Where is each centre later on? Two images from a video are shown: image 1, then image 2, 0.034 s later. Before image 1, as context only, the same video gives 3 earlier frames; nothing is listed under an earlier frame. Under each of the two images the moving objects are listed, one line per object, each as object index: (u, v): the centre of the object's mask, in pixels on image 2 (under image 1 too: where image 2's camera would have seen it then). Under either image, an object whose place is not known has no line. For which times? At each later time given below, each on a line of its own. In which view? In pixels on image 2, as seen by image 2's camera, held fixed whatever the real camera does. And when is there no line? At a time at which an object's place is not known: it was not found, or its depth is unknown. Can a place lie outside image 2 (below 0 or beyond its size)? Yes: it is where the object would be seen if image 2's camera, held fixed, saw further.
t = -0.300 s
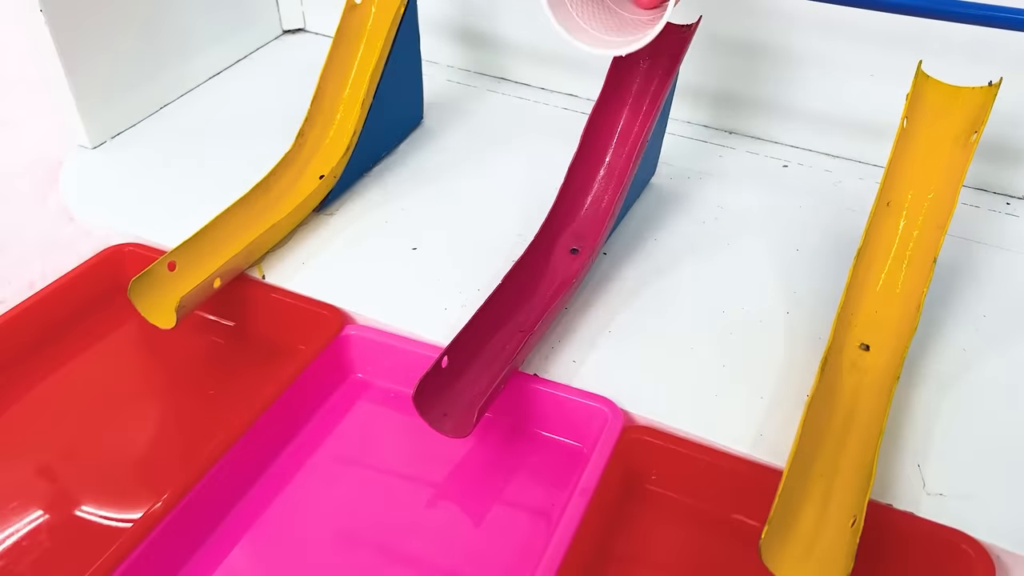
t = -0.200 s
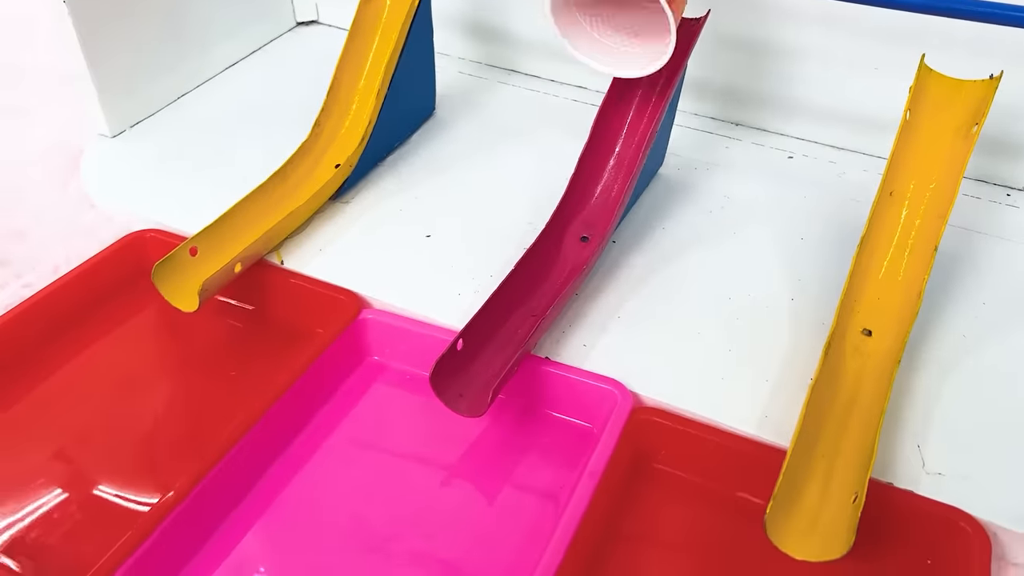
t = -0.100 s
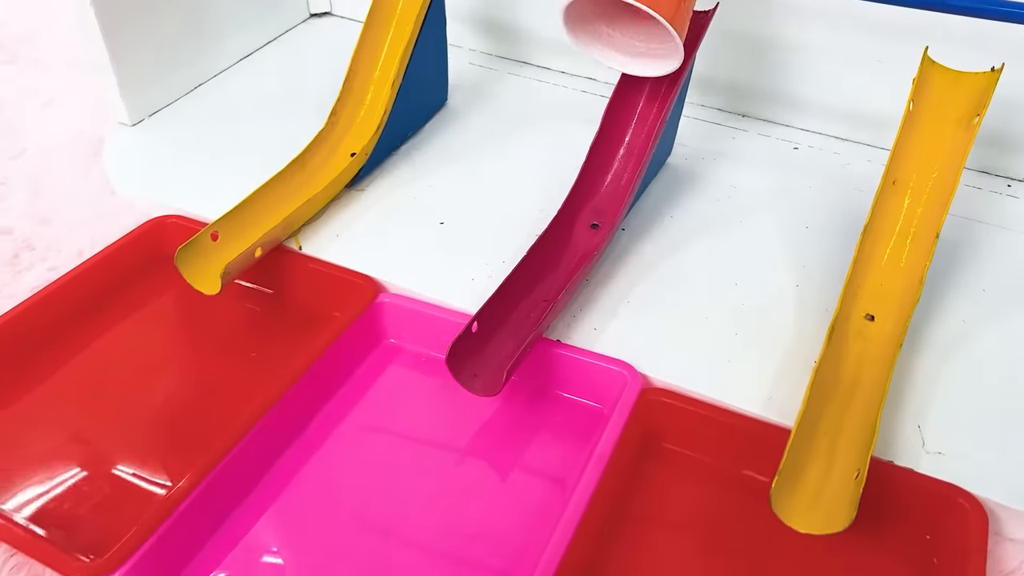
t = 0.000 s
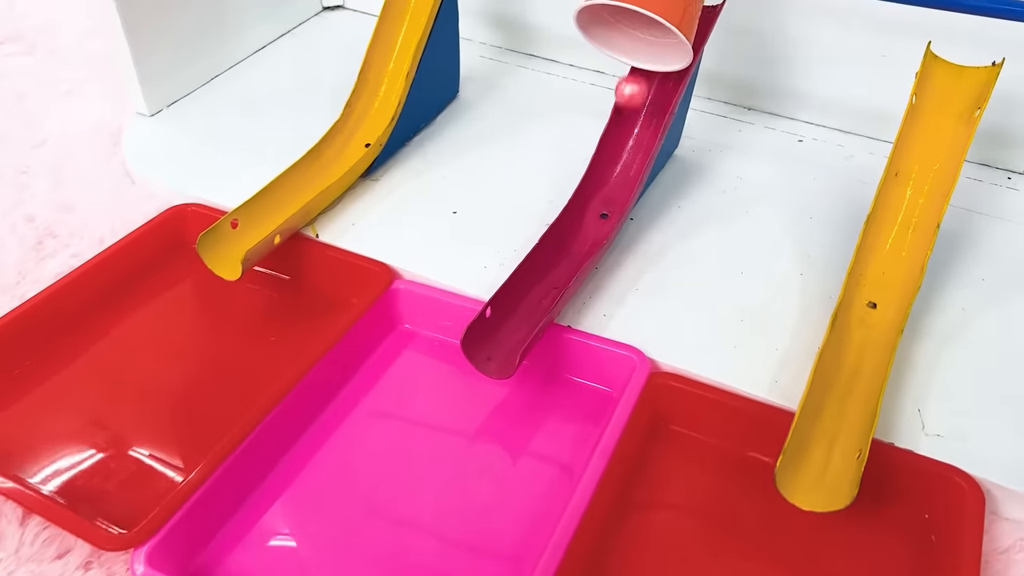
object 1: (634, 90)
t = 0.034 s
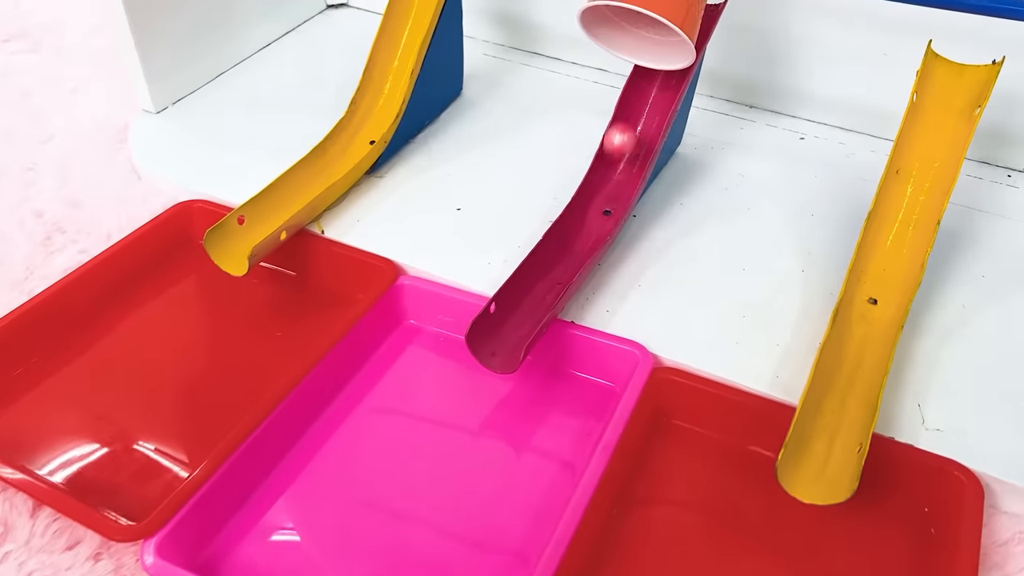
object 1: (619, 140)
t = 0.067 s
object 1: (606, 203)
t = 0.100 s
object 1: (593, 226)
